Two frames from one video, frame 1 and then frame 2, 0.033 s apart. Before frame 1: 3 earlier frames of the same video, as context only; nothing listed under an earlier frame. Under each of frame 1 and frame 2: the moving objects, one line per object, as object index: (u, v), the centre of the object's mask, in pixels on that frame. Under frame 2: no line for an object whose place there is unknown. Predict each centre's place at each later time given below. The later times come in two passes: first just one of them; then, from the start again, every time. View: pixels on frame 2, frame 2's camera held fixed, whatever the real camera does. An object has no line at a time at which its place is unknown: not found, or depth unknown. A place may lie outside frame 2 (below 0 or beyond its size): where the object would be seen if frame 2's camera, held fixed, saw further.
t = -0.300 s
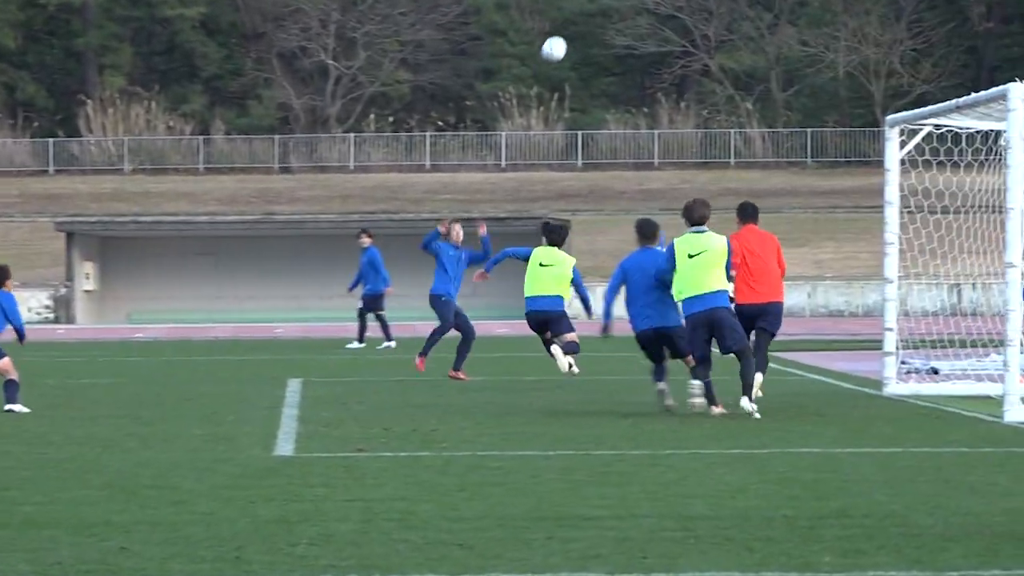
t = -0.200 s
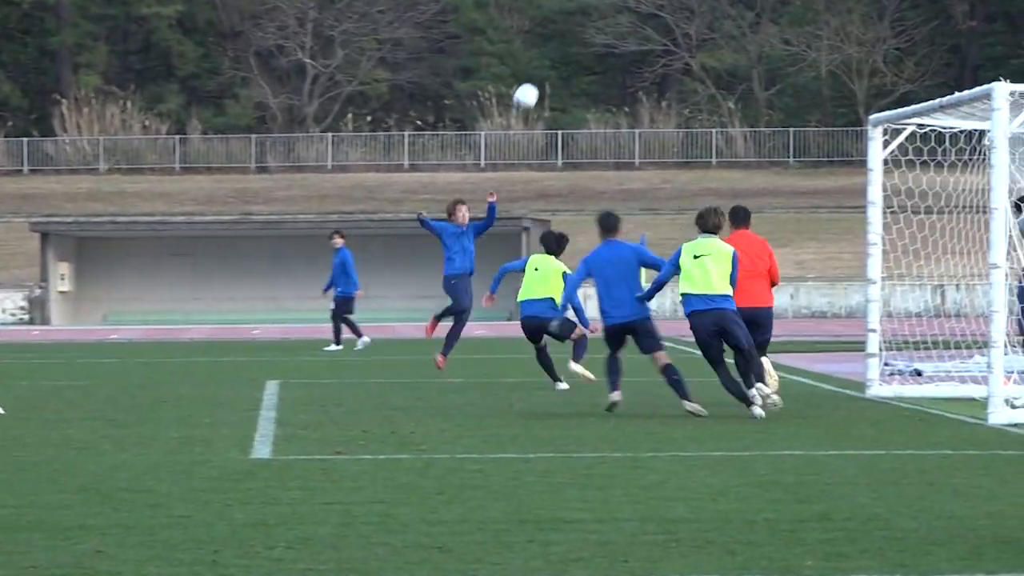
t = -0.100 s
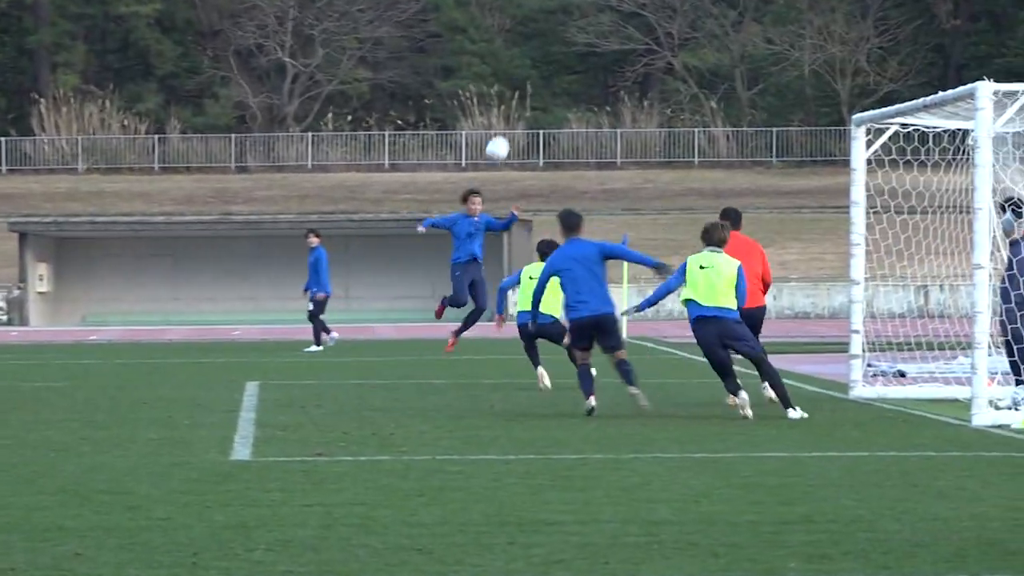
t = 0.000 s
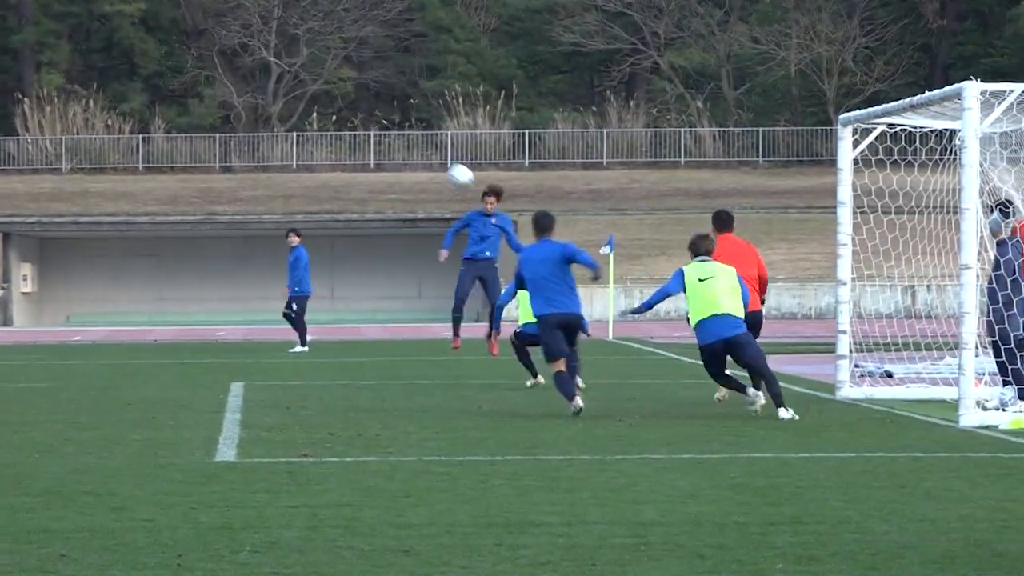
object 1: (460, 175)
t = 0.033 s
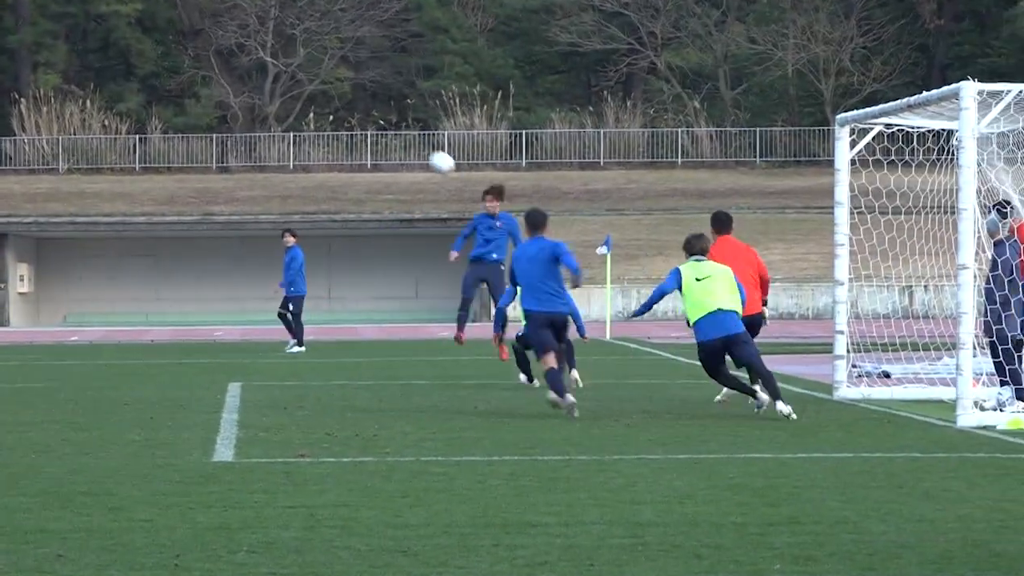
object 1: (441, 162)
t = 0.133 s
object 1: (395, 130)
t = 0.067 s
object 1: (426, 151)
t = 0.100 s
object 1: (411, 140)
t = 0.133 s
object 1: (395, 130)
